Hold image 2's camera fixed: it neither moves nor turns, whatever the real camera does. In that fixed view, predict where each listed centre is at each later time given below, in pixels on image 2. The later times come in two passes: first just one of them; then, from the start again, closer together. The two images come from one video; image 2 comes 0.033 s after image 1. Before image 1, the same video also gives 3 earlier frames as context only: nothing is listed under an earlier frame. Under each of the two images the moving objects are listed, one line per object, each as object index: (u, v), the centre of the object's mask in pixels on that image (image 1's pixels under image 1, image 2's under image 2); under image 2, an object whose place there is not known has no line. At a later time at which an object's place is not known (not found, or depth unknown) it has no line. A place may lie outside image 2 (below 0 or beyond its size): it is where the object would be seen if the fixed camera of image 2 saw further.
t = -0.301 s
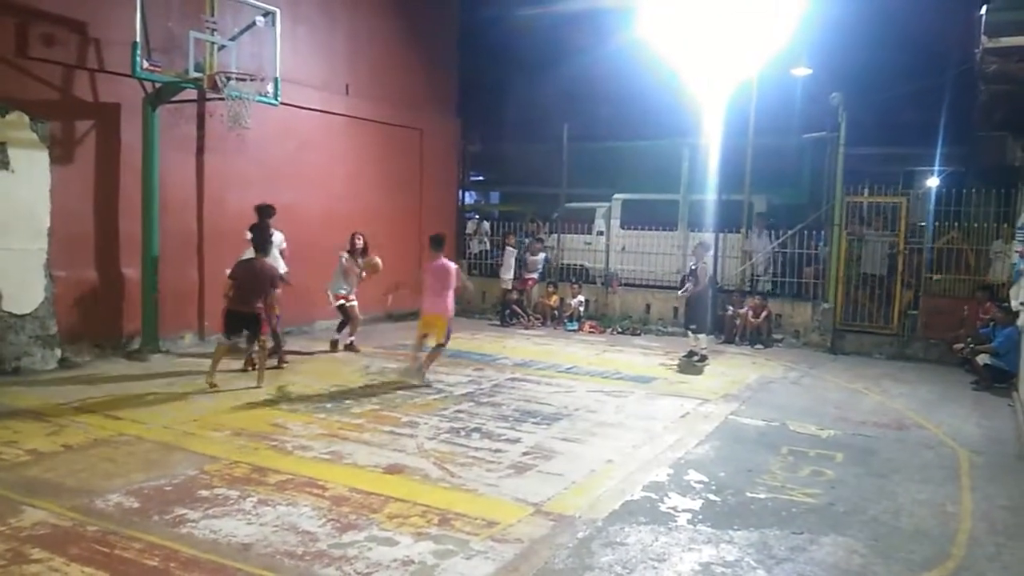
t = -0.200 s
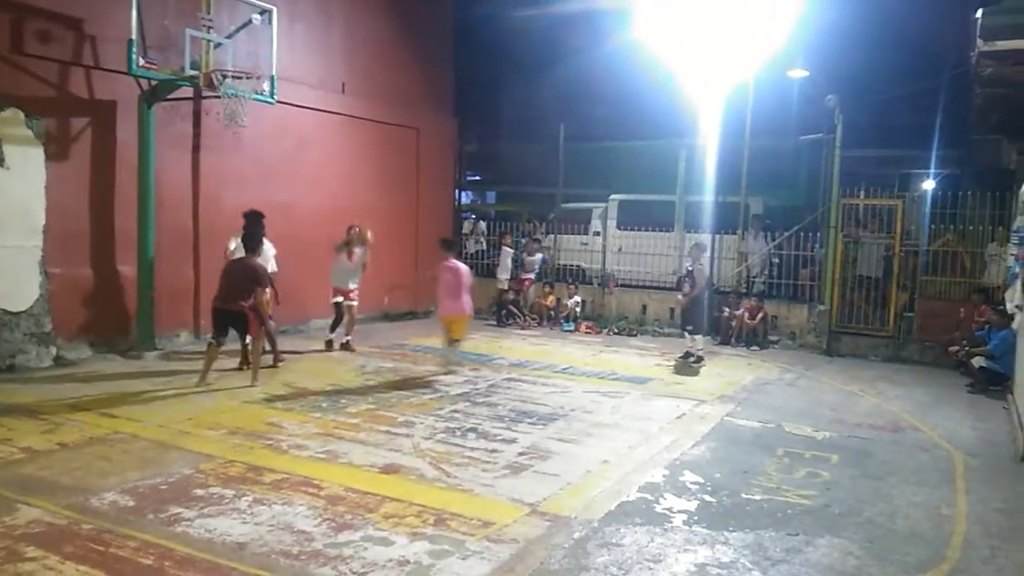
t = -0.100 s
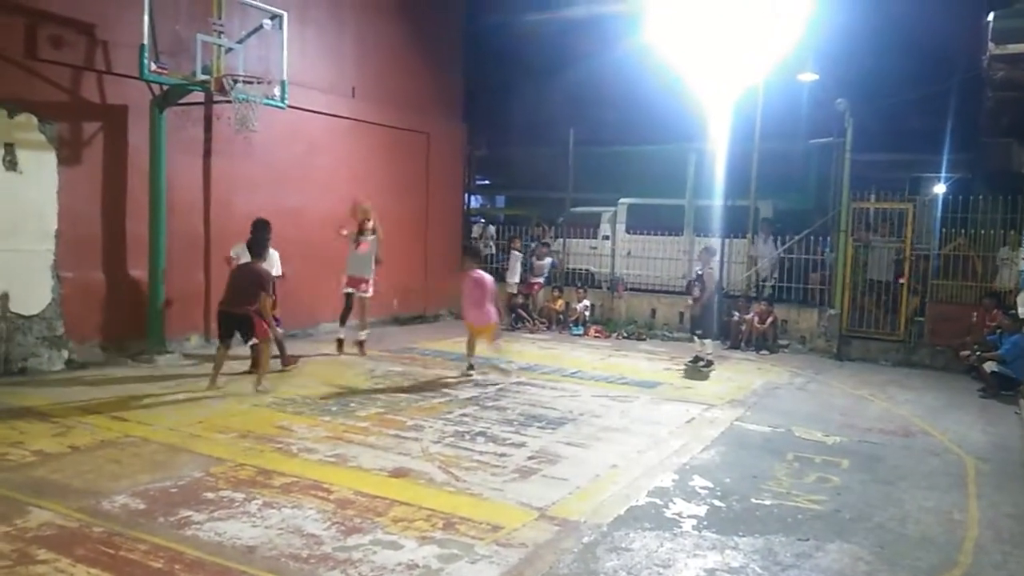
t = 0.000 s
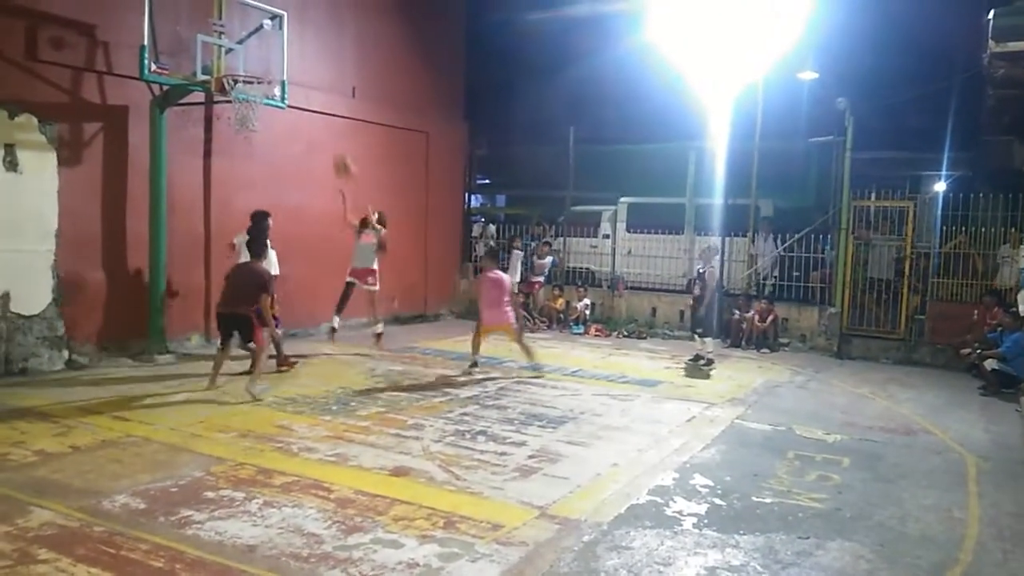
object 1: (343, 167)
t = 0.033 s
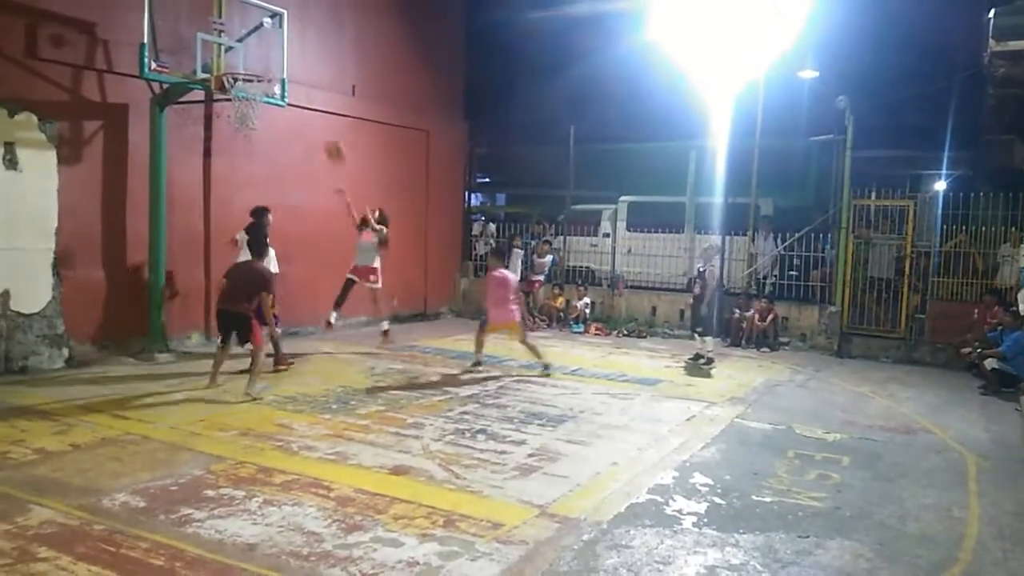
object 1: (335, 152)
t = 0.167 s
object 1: (304, 103)
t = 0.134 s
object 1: (313, 114)
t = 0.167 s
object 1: (304, 103)
